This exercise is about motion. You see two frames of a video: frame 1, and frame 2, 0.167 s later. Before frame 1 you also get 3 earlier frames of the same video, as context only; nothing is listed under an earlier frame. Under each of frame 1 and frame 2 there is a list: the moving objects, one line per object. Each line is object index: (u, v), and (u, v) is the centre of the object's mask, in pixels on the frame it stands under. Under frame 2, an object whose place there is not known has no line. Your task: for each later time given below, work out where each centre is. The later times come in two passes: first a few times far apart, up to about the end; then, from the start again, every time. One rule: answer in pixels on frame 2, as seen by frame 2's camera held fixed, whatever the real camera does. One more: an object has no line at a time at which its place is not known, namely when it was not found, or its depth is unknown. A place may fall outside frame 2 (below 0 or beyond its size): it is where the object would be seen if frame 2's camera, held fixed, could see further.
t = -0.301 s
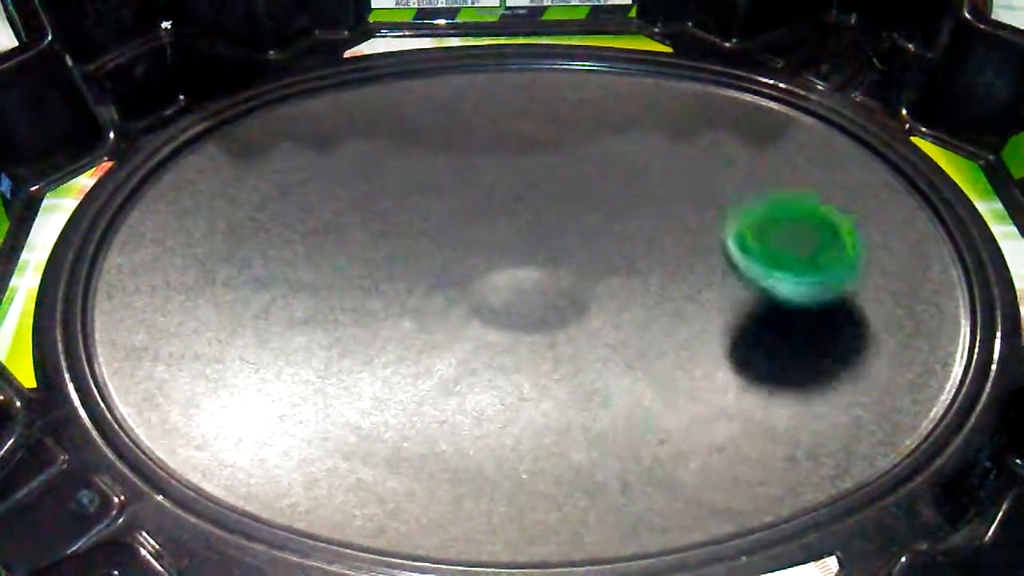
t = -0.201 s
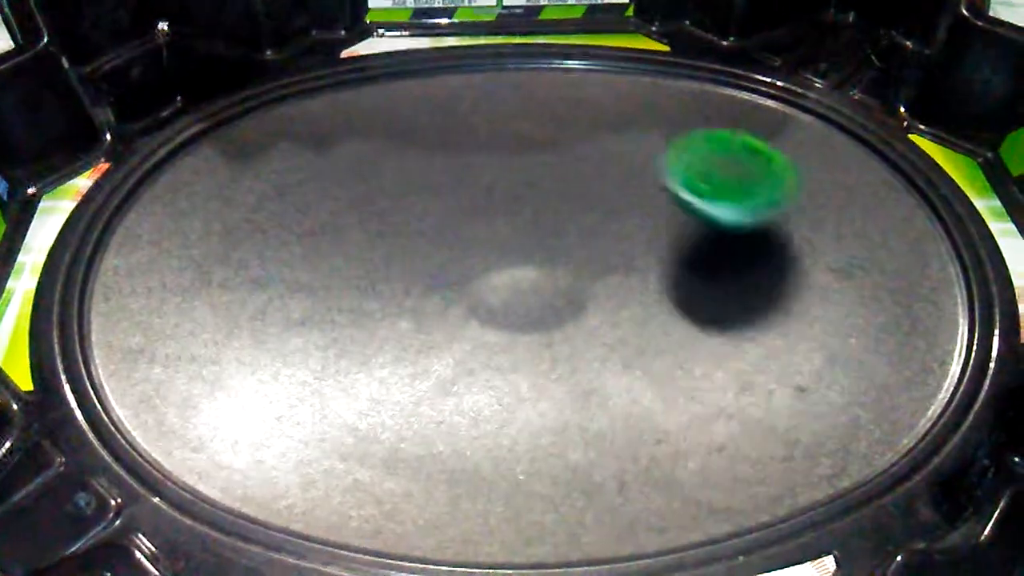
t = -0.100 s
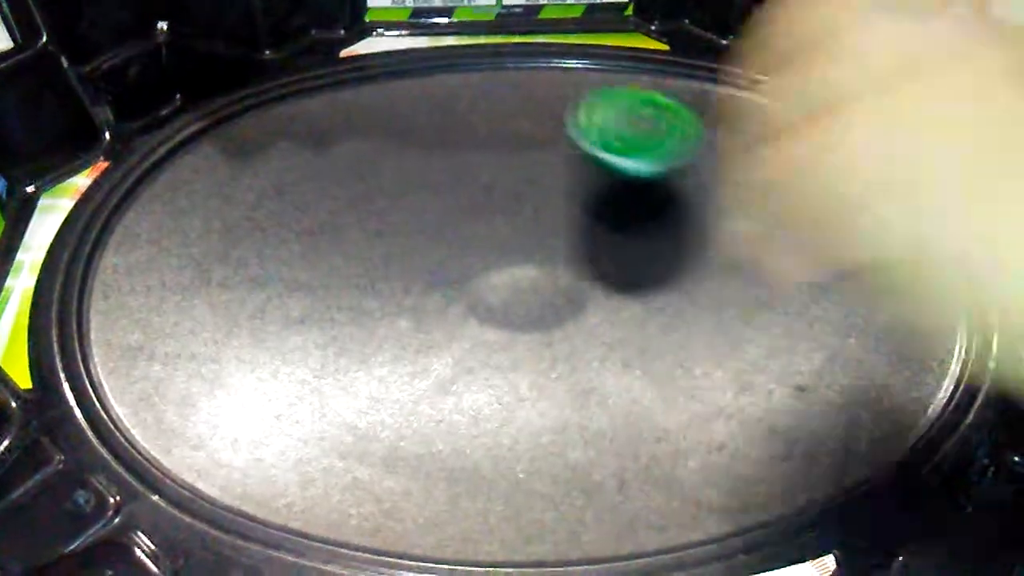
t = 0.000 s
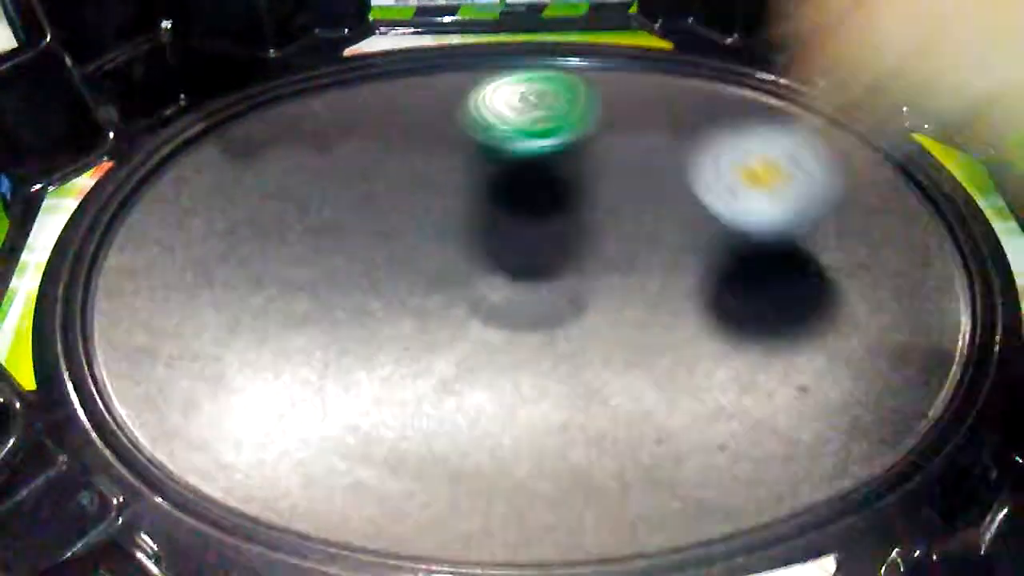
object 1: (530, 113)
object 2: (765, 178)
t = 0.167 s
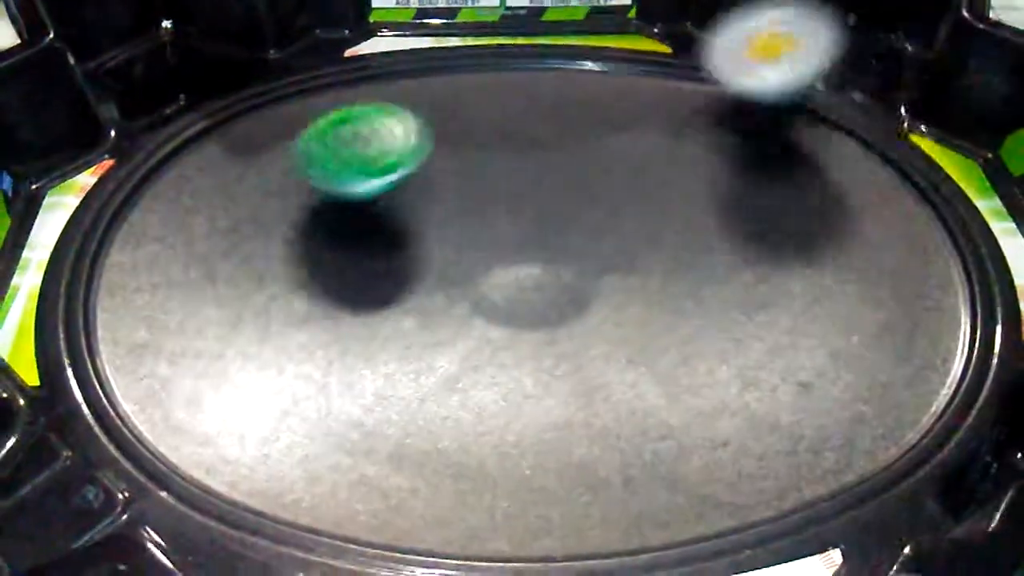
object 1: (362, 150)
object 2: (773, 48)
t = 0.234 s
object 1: (305, 181)
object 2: (816, 93)
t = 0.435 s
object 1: (260, 310)
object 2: (872, 163)
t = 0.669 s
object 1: (437, 415)
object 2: (505, 182)
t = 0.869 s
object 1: (664, 364)
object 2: (462, 23)
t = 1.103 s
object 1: (709, 206)
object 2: (608, 39)
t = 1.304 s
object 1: (829, 362)
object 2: (628, 61)
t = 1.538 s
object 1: (784, 404)
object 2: (464, 81)
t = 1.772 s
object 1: (588, 273)
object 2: (418, 90)
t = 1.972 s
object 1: (451, 225)
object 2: (300, 149)
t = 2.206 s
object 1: (326, 295)
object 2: (241, 117)
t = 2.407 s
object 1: (287, 388)
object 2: (285, 210)
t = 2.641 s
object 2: (110, 300)
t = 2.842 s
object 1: (463, 330)
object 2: (248, 235)
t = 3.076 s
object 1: (713, 225)
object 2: (166, 255)
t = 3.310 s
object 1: (736, 127)
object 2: (254, 181)
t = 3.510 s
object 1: (600, 104)
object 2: (506, 305)
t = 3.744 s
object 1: (459, 190)
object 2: (402, 474)
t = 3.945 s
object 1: (473, 292)
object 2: (304, 344)
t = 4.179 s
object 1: (672, 337)
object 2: (439, 188)
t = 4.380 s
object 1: (723, 341)
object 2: (668, 215)
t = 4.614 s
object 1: (768, 440)
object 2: (806, 78)
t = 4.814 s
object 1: (648, 361)
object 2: (798, 188)
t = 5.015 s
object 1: (500, 304)
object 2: (552, 198)
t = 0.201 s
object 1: (333, 163)
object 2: (798, 63)
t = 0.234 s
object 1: (305, 181)
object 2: (816, 93)
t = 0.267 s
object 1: (284, 200)
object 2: (836, 108)
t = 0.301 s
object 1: (269, 222)
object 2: (852, 113)
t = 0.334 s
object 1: (257, 245)
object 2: (869, 119)
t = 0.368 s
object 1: (254, 266)
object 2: (881, 127)
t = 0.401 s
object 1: (253, 288)
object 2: (885, 142)
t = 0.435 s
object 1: (260, 310)
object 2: (872, 163)
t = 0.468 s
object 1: (272, 332)
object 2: (843, 183)
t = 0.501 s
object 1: (289, 352)
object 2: (800, 203)
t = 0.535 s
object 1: (312, 369)
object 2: (739, 218)
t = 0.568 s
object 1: (338, 386)
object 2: (676, 223)
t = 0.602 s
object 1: (369, 400)
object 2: (614, 217)
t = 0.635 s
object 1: (402, 409)
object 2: (554, 205)
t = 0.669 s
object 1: (437, 415)
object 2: (505, 182)
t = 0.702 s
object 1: (475, 417)
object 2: (462, 154)
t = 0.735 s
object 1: (514, 413)
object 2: (432, 121)
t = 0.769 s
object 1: (555, 407)
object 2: (413, 93)
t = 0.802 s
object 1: (596, 395)
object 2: (404, 58)
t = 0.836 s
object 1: (631, 382)
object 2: (418, 32)
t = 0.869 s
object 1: (664, 364)
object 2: (462, 23)
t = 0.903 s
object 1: (689, 342)
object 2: (503, 27)
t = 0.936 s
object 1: (705, 320)
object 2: (530, 23)
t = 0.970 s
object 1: (716, 295)
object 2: (549, 20)
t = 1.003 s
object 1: (721, 272)
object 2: (574, 21)
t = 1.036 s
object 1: (723, 249)
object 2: (590, 24)
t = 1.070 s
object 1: (719, 226)
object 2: (597, 27)
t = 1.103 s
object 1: (709, 206)
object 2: (608, 39)
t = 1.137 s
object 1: (697, 187)
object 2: (627, 56)
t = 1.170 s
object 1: (690, 184)
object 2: (646, 71)
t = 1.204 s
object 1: (721, 224)
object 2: (631, 52)
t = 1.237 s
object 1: (758, 274)
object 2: (621, 37)
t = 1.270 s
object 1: (794, 319)
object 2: (626, 44)
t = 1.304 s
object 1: (829, 362)
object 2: (628, 61)
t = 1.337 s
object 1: (858, 399)
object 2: (618, 70)
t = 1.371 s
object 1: (880, 425)
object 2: (603, 77)
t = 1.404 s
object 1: (879, 426)
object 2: (580, 84)
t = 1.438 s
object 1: (864, 434)
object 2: (552, 88)
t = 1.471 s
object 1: (840, 430)
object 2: (522, 88)
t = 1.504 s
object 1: (812, 418)
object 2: (492, 86)
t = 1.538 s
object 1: (784, 404)
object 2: (464, 81)
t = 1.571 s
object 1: (752, 386)
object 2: (437, 74)
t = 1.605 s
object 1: (724, 367)
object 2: (411, 62)
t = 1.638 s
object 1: (694, 348)
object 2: (388, 48)
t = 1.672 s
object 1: (664, 327)
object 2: (387, 46)
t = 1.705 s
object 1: (636, 308)
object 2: (405, 61)
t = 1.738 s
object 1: (612, 290)
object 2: (416, 77)
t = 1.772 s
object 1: (588, 273)
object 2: (418, 90)
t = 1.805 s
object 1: (563, 258)
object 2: (412, 103)
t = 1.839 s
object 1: (540, 246)
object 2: (400, 114)
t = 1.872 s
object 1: (518, 236)
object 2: (382, 127)
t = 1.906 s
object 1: (496, 229)
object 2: (359, 138)
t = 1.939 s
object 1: (474, 226)
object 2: (330, 145)
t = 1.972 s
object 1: (451, 225)
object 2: (300, 149)
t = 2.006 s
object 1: (431, 226)
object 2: (268, 148)
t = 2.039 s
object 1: (411, 231)
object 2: (234, 144)
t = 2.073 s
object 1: (394, 240)
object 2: (198, 137)
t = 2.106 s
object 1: (375, 252)
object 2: (166, 125)
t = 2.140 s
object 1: (359, 265)
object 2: (178, 111)
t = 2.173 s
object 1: (342, 280)
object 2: (211, 111)
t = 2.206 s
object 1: (326, 295)
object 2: (241, 117)
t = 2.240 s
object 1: (310, 313)
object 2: (258, 123)
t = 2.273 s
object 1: (298, 330)
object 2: (270, 135)
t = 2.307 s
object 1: (290, 346)
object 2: (280, 149)
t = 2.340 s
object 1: (285, 361)
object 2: (286, 168)
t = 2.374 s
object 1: (285, 375)
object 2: (287, 189)
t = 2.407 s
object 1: (287, 388)
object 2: (285, 210)
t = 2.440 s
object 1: (292, 399)
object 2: (275, 232)
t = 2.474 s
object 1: (300, 406)
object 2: (259, 254)
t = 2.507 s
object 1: (310, 411)
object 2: (237, 270)
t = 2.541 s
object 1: (324, 415)
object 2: (211, 282)
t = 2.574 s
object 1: (342, 415)
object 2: (178, 292)
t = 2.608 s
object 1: (359, 412)
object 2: (138, 299)
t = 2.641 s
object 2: (110, 300)
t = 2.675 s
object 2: (112, 274)
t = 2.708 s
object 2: (130, 253)
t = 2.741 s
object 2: (147, 236)
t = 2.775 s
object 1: (446, 360)
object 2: (172, 229)
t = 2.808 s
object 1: (457, 344)
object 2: (209, 230)
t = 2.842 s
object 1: (463, 330)
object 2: (248, 235)
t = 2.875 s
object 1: (469, 313)
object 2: (293, 245)
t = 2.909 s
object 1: (479, 298)
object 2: (327, 261)
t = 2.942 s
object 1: (535, 284)
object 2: (308, 268)
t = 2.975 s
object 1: (592, 274)
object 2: (275, 271)
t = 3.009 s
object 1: (639, 259)
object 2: (241, 270)
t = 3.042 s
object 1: (680, 242)
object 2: (200, 264)
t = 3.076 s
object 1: (713, 225)
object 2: (166, 255)
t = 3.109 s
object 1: (738, 208)
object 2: (143, 240)
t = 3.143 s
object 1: (756, 191)
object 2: (130, 226)
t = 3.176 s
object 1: (765, 175)
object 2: (126, 205)
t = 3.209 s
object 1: (766, 160)
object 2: (142, 191)
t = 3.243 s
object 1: (762, 148)
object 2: (170, 180)
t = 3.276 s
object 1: (751, 137)
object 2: (204, 177)
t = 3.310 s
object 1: (736, 127)
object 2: (254, 181)
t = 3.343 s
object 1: (717, 119)
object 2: (299, 188)
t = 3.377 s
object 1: (696, 112)
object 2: (348, 201)
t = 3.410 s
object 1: (674, 108)
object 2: (401, 225)
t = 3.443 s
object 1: (649, 104)
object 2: (443, 249)
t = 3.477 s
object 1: (625, 103)
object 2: (480, 276)
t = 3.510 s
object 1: (600, 104)
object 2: (506, 305)
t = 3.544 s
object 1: (575, 108)
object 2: (525, 338)
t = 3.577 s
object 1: (549, 114)
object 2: (536, 376)
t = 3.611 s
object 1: (524, 124)
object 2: (536, 407)
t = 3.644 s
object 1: (501, 138)
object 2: (520, 441)
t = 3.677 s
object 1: (482, 154)
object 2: (495, 476)
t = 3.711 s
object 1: (468, 171)
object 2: (455, 483)
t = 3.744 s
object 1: (459, 190)
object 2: (402, 474)
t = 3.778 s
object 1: (453, 208)
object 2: (350, 466)
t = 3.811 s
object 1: (452, 226)
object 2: (312, 455)
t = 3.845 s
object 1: (453, 244)
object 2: (290, 438)
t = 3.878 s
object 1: (457, 261)
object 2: (282, 402)
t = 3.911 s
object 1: (464, 277)
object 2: (290, 372)
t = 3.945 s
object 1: (473, 292)
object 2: (304, 344)
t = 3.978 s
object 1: (483, 305)
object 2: (332, 317)
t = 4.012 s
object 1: (515, 316)
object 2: (343, 292)
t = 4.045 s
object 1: (556, 327)
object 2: (344, 265)
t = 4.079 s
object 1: (594, 334)
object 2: (352, 240)
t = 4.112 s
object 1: (626, 337)
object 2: (373, 219)
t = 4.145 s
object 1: (651, 337)
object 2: (401, 201)
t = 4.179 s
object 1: (672, 337)
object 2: (439, 188)
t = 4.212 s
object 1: (687, 334)
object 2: (478, 182)
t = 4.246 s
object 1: (699, 332)
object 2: (522, 181)
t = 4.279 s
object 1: (706, 330)
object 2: (564, 186)
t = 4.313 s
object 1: (712, 328)
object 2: (607, 197)
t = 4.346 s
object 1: (716, 327)
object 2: (644, 212)
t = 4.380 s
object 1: (723, 341)
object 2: (668, 215)
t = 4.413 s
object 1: (741, 378)
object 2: (681, 192)
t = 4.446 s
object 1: (759, 414)
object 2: (695, 166)
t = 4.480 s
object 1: (773, 439)
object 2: (710, 146)
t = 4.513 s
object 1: (785, 457)
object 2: (729, 126)
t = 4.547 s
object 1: (786, 457)
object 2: (753, 106)
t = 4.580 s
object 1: (778, 450)
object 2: (780, 89)
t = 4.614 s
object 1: (768, 440)
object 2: (806, 78)
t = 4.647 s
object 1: (753, 427)
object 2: (830, 82)
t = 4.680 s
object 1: (737, 416)
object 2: (848, 111)
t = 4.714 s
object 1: (718, 403)
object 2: (853, 135)
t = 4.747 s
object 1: (696, 389)
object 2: (844, 155)
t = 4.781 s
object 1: (673, 375)
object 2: (827, 172)
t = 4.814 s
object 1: (648, 361)
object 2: (798, 188)
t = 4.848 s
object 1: (625, 348)
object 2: (761, 203)
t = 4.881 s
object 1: (601, 335)
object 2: (722, 213)
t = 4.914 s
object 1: (575, 326)
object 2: (677, 218)
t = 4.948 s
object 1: (549, 315)
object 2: (632, 217)
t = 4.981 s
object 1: (524, 308)
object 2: (591, 211)
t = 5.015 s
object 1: (500, 304)
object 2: (552, 198)
